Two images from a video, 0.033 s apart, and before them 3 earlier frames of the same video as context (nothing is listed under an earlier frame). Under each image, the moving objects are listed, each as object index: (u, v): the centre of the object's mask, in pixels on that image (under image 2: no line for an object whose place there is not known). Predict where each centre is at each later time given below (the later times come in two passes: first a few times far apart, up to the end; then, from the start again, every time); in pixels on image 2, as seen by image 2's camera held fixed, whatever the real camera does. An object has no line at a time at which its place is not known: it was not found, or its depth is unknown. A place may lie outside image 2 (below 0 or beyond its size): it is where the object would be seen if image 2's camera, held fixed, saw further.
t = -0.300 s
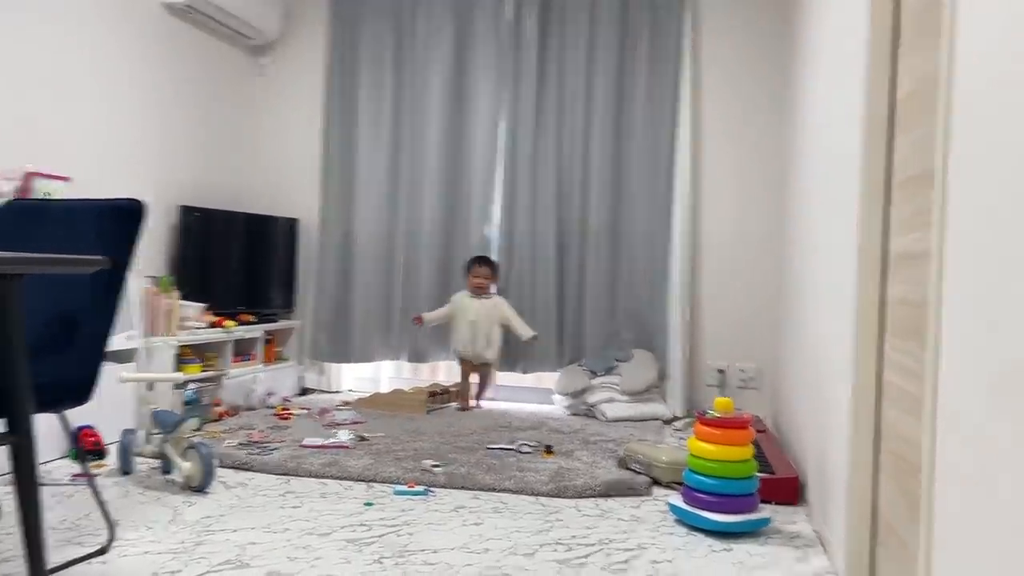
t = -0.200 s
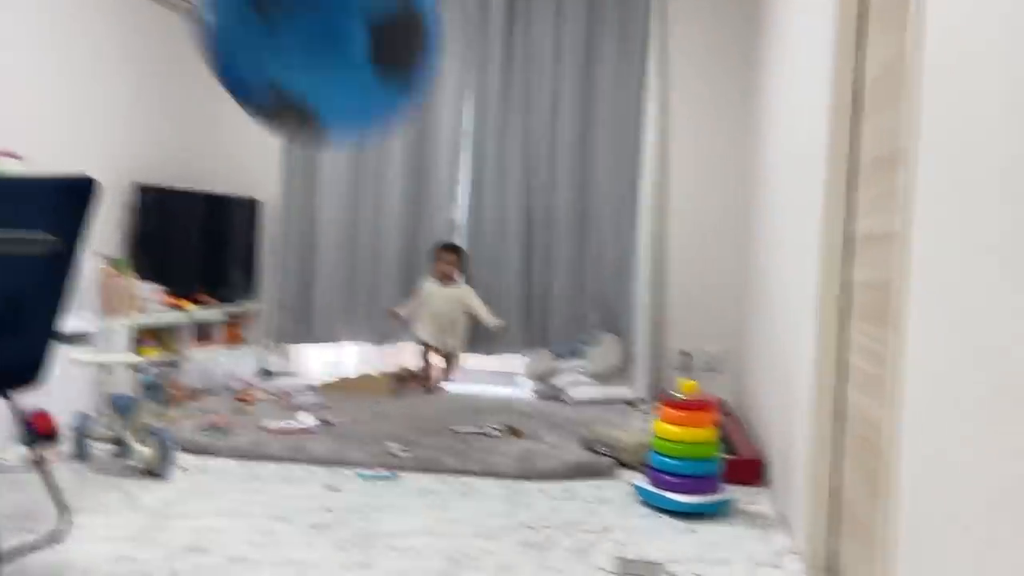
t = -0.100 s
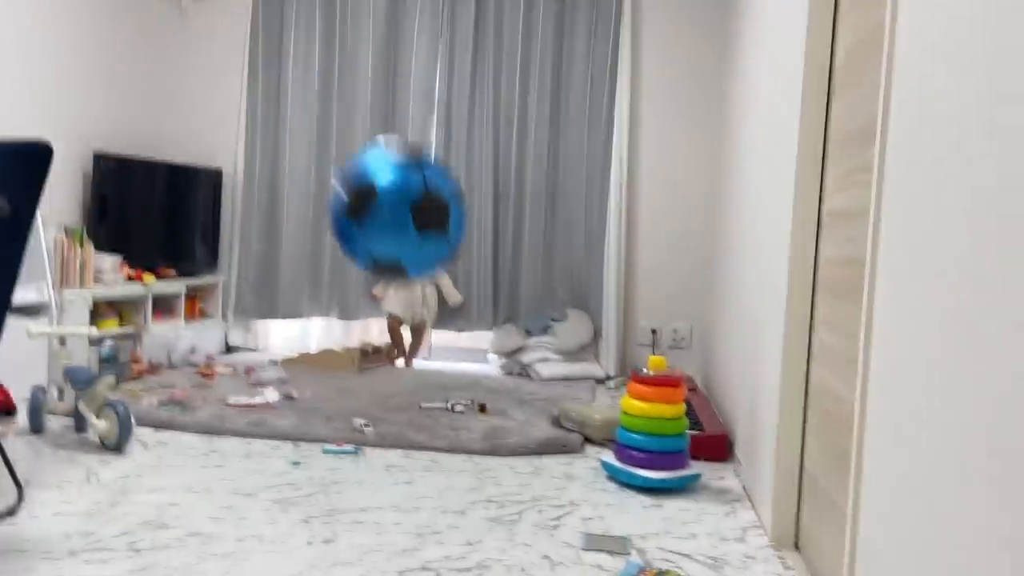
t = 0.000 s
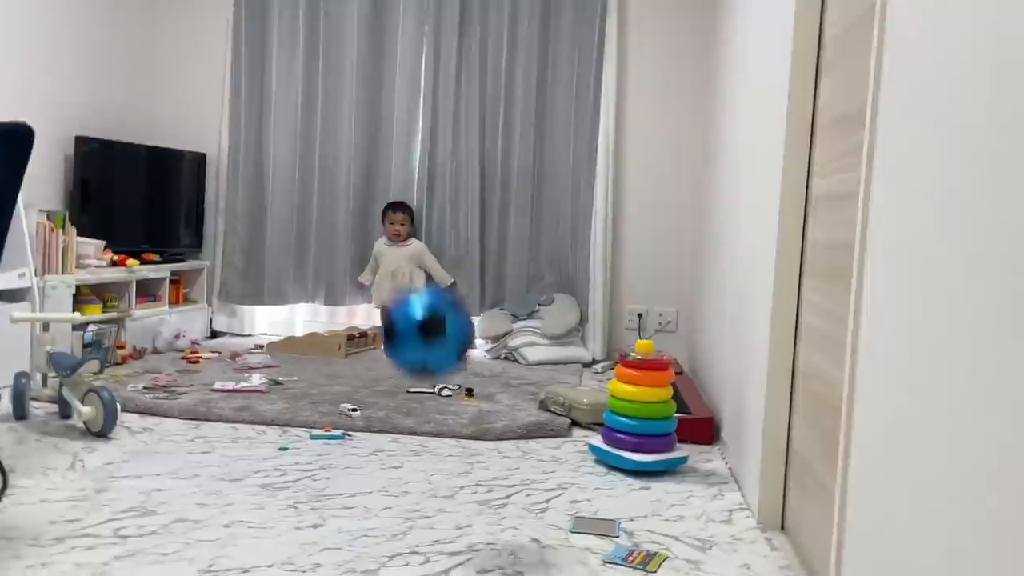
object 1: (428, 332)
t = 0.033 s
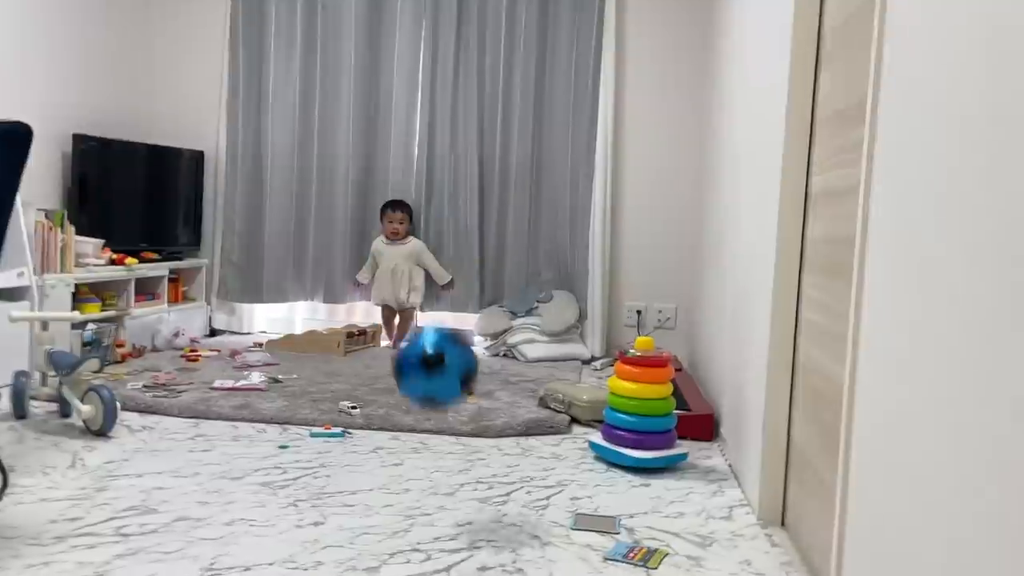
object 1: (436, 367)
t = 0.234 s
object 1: (467, 350)
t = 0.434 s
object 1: (491, 242)
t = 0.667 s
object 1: (503, 277)
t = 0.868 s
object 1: (509, 347)
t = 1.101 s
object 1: (528, 321)
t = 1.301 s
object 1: (525, 305)
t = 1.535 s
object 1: (519, 305)
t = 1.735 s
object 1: (520, 306)
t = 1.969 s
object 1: (521, 307)
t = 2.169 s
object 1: (521, 307)
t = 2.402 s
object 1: (520, 307)
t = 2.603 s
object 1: (521, 307)
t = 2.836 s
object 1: (521, 307)
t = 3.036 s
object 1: (520, 307)
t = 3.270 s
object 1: (521, 307)
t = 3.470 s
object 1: (521, 307)
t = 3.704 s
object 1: (521, 307)
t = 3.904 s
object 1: (521, 307)
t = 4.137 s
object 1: (520, 307)
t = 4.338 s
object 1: (521, 306)
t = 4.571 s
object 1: (521, 306)
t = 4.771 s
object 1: (520, 306)
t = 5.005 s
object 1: (520, 306)
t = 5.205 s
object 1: (520, 306)
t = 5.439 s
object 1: (521, 307)
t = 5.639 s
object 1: (521, 307)
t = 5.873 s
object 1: (520, 307)
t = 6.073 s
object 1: (520, 306)
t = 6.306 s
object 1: (520, 307)
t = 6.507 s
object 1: (520, 307)
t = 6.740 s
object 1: (520, 307)
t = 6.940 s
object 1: (521, 306)
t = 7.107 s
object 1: (520, 306)
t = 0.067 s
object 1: (441, 398)
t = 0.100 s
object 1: (446, 432)
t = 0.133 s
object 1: (449, 460)
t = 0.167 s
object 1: (457, 415)
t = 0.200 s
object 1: (463, 380)
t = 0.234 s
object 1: (467, 350)
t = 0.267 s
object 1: (473, 318)
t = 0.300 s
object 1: (476, 292)
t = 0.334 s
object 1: (481, 272)
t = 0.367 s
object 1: (485, 255)
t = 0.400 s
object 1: (489, 246)
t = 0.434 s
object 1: (491, 242)
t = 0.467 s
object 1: (494, 242)
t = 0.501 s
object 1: (496, 242)
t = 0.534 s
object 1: (497, 243)
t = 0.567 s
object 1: (499, 245)
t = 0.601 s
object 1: (500, 252)
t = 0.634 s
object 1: (502, 263)
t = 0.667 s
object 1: (503, 277)
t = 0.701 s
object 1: (503, 295)
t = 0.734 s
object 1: (504, 312)
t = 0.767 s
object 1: (504, 329)
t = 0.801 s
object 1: (504, 347)
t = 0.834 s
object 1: (506, 361)
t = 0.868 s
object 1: (509, 347)
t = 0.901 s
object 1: (512, 339)
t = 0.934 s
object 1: (515, 332)
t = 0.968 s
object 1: (518, 327)
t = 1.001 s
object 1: (520, 323)
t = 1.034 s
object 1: (522, 319)
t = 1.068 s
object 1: (525, 318)
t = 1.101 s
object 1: (528, 321)
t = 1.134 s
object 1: (529, 319)
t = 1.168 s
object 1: (528, 315)
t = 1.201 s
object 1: (528, 310)
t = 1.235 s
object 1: (527, 306)
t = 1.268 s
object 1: (526, 304)
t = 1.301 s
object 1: (525, 305)
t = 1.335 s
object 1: (524, 306)
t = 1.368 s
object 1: (524, 307)
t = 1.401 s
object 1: (523, 307)
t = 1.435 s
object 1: (523, 306)
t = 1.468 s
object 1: (521, 305)
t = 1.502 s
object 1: (520, 305)
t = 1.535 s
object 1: (519, 305)
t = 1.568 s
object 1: (519, 305)
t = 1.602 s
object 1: (519, 305)
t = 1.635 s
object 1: (519, 306)
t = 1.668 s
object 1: (519, 306)
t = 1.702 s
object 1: (519, 306)
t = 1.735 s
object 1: (520, 306)
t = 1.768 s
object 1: (521, 306)
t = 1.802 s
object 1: (521, 307)
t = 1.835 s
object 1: (521, 307)
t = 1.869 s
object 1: (521, 307)
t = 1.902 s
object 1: (521, 307)
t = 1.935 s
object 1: (521, 307)
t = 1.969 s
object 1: (521, 307)
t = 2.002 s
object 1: (521, 307)
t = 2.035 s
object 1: (521, 307)
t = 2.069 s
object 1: (521, 307)
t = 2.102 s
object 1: (521, 307)
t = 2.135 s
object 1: (521, 307)
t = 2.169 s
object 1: (521, 307)
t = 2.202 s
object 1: (521, 307)
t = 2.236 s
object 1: (521, 307)
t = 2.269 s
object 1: (520, 307)
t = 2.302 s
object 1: (520, 307)
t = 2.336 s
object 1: (520, 307)
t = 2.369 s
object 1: (520, 307)
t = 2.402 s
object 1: (520, 307)
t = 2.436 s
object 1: (520, 307)
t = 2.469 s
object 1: (520, 307)
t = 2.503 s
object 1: (521, 307)
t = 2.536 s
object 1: (520, 307)
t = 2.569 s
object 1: (521, 307)
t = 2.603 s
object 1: (521, 307)
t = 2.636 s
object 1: (521, 307)
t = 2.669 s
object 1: (521, 307)
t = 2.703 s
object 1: (521, 307)
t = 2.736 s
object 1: (521, 307)
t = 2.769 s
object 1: (521, 307)
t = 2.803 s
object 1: (521, 307)
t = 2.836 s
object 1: (521, 307)
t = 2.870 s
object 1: (521, 307)
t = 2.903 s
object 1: (521, 307)
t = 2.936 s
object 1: (521, 307)
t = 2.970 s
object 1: (521, 307)
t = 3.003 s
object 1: (521, 307)
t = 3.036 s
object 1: (520, 307)
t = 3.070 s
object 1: (521, 307)
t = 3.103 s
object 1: (520, 307)
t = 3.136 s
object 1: (521, 307)
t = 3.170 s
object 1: (521, 307)
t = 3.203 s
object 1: (521, 307)
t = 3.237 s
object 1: (521, 307)
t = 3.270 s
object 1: (521, 307)
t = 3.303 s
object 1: (521, 307)
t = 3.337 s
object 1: (521, 307)
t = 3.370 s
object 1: (521, 307)
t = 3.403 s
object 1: (521, 307)
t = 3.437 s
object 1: (521, 307)
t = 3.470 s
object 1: (521, 307)
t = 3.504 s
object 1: (521, 307)
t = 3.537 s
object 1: (520, 307)
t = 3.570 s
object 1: (520, 307)
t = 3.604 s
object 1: (520, 307)
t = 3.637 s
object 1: (521, 307)
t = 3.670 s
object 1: (521, 307)
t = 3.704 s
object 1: (521, 307)
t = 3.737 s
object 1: (521, 307)
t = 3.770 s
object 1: (521, 307)
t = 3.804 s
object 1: (521, 307)
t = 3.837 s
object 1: (521, 307)
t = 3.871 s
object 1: (521, 307)
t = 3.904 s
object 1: (521, 307)
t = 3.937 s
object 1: (521, 307)
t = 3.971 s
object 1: (520, 307)
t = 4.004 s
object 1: (520, 307)
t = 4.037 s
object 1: (521, 307)
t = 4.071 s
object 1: (521, 307)
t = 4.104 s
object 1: (521, 307)
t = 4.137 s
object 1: (520, 307)
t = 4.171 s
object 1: (521, 307)
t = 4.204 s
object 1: (521, 307)
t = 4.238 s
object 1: (521, 307)
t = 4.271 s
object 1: (521, 307)
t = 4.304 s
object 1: (521, 307)
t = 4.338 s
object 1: (521, 306)
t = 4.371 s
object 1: (521, 306)
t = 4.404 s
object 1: (521, 306)
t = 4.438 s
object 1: (521, 306)
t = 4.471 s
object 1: (521, 306)
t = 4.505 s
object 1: (521, 306)
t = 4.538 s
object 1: (521, 306)
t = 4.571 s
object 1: (521, 306)
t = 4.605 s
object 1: (521, 306)
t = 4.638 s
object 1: (521, 306)
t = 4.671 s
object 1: (521, 306)
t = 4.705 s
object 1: (521, 306)
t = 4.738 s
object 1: (520, 306)
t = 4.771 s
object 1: (520, 306)
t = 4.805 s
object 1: (521, 306)
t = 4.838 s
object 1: (521, 306)
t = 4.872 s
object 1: (521, 306)
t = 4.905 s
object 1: (520, 306)
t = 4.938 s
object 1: (520, 306)
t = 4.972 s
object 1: (520, 306)
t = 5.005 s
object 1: (520, 306)
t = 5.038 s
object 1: (520, 306)
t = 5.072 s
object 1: (520, 306)
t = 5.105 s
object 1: (520, 306)
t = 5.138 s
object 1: (520, 306)
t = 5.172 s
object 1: (520, 306)
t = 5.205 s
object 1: (520, 306)
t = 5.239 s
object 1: (521, 306)
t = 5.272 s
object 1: (520, 306)
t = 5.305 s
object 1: (520, 306)
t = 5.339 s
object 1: (520, 306)
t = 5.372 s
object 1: (520, 307)
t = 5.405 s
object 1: (521, 307)
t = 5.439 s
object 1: (521, 307)
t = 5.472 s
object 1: (521, 307)
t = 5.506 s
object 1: (521, 307)
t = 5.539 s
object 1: (521, 307)
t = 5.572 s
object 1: (521, 307)
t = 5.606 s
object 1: (521, 307)
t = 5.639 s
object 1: (521, 307)
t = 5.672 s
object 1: (520, 307)
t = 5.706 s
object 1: (520, 307)
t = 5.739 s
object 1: (520, 307)
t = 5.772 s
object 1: (520, 307)
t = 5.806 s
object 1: (520, 306)
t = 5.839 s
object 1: (520, 306)
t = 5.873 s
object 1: (520, 307)
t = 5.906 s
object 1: (520, 306)
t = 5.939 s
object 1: (520, 306)
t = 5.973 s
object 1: (520, 306)
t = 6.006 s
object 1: (520, 306)
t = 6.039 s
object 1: (520, 306)
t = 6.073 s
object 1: (520, 306)
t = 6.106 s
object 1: (520, 307)
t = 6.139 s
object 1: (521, 306)
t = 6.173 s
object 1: (521, 306)
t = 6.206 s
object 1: (520, 307)
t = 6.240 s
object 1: (521, 307)
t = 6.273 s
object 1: (521, 306)
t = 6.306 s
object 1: (520, 307)
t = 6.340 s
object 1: (520, 307)
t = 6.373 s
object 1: (520, 307)
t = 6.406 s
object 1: (521, 307)
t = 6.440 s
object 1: (521, 307)
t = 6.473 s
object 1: (521, 307)
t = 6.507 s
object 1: (520, 307)
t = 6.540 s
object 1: (520, 307)
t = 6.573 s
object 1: (520, 307)
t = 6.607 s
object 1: (520, 307)
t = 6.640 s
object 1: (520, 306)
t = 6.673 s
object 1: (520, 306)
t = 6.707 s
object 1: (520, 306)
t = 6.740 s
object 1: (520, 307)
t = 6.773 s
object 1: (520, 306)
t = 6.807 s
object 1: (521, 306)
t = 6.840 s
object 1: (520, 306)
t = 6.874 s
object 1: (520, 306)
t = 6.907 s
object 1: (521, 307)
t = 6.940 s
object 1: (521, 306)
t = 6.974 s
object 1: (520, 306)
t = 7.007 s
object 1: (521, 306)
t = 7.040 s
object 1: (521, 306)
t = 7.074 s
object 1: (521, 306)
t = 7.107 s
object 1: (520, 306)
